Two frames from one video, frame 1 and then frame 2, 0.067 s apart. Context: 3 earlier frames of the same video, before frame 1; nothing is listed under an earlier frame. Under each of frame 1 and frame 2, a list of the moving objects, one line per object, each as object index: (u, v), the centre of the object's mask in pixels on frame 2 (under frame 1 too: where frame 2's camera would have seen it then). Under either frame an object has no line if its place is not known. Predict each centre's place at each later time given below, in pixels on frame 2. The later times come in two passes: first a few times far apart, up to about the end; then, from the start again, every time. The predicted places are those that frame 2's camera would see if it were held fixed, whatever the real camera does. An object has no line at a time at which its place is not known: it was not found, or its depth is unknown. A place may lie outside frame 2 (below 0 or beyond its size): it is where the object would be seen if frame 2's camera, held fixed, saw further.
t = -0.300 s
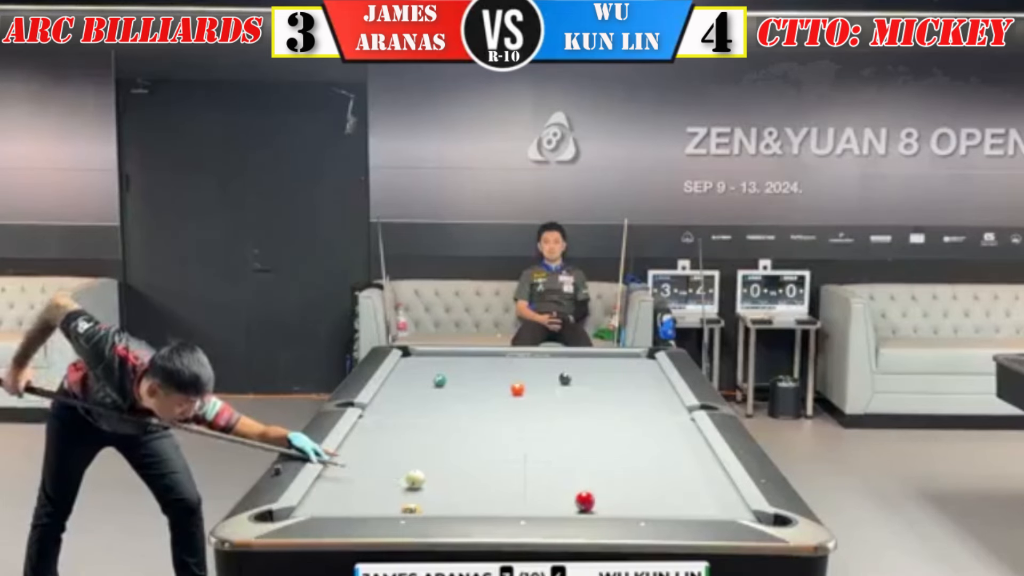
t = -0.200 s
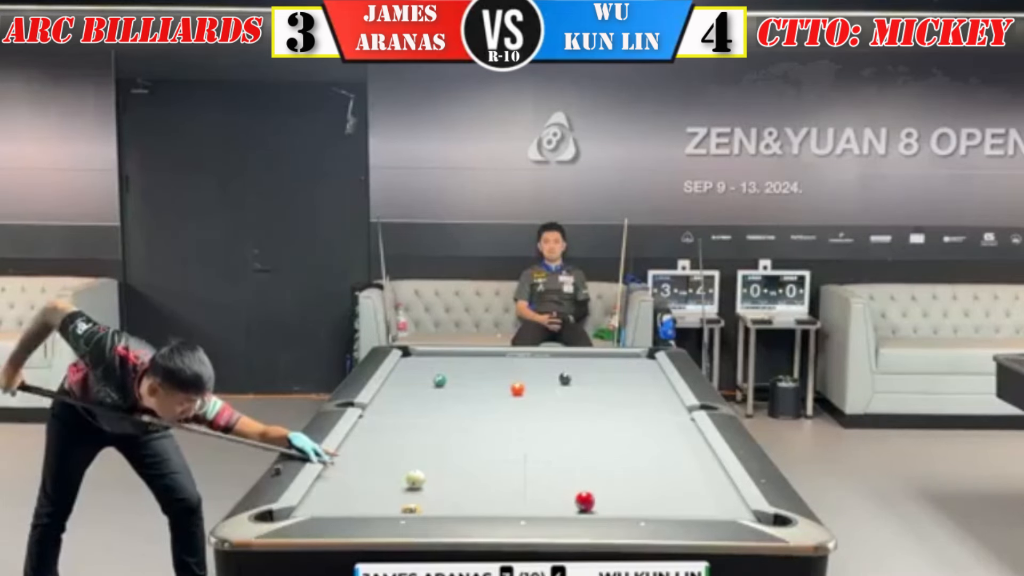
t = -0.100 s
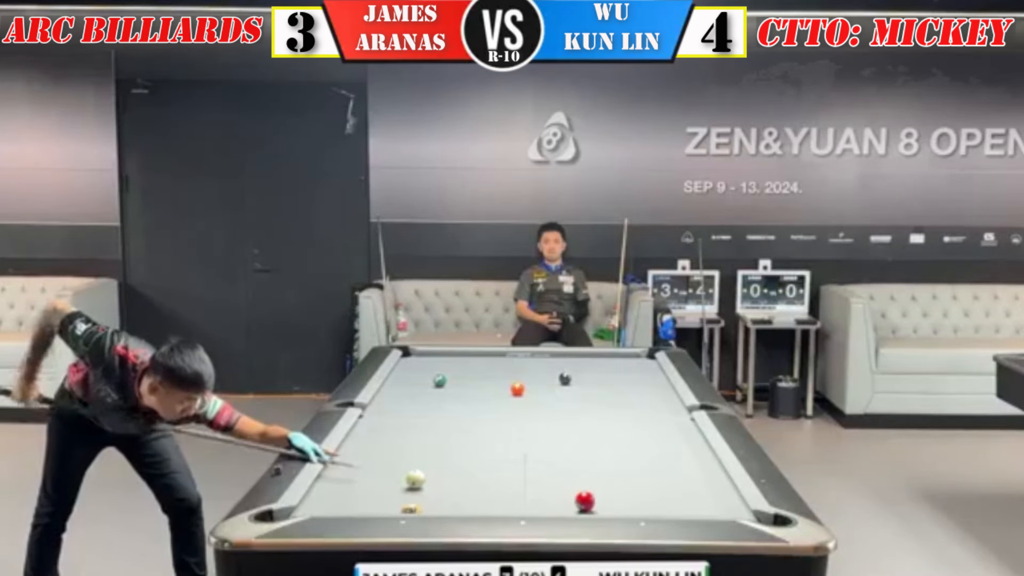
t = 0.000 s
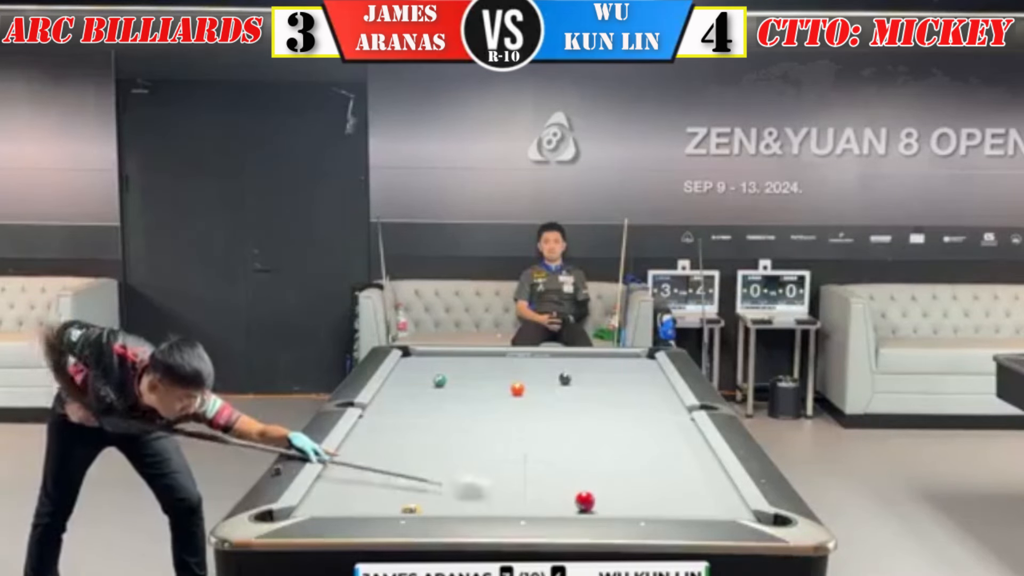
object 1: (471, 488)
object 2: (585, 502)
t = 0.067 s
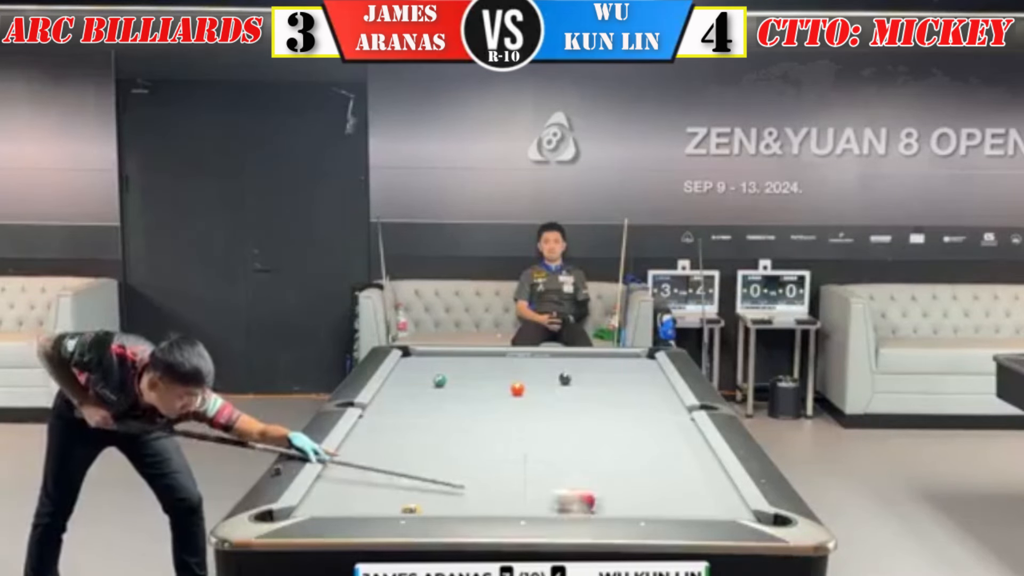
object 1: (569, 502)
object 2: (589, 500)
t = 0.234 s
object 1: (574, 505)
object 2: (718, 510)
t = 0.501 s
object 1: (604, 510)
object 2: (599, 498)
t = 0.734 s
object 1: (635, 508)
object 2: (519, 491)
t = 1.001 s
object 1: (668, 507)
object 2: (434, 480)
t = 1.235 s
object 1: (695, 505)
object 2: (365, 471)
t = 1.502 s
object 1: (725, 503)
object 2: (365, 462)
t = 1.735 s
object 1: (726, 499)
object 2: (408, 456)
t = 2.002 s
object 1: (713, 495)
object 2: (453, 450)
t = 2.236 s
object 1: (698, 491)
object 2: (489, 445)
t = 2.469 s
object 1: (687, 488)
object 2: (523, 440)
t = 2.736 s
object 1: (676, 485)
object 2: (559, 435)
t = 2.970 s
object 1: (668, 483)
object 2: (588, 431)
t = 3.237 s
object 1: (660, 481)
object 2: (619, 427)
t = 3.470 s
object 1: (656, 480)
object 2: (644, 423)
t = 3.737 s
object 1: (651, 478)
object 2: (670, 420)
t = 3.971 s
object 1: (648, 477)
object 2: (680, 417)
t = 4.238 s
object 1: (647, 477)
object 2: (665, 415)
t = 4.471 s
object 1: (647, 477)
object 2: (654, 414)
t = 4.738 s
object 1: (647, 477)
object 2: (642, 412)
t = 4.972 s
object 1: (647, 477)
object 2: (633, 411)
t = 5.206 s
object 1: (647, 477)
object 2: (625, 410)
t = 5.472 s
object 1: (647, 477)
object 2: (617, 409)
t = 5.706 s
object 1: (647, 477)
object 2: (612, 408)
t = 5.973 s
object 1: (647, 477)
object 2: (607, 407)
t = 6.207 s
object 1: (647, 477)
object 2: (603, 407)
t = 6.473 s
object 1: (647, 477)
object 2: (600, 406)
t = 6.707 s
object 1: (647, 477)
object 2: (599, 407)
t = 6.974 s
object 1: (647, 477)
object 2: (599, 407)
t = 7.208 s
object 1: (647, 477)
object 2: (599, 407)
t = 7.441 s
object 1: (647, 477)
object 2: (599, 407)
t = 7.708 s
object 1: (647, 477)
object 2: (599, 407)
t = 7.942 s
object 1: (647, 477)
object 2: (599, 407)
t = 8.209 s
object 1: (647, 477)
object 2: (599, 407)
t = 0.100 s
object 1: (567, 499)
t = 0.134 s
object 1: (568, 502)
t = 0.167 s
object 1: (570, 503)
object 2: (722, 510)
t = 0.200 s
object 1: (571, 504)
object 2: (739, 510)
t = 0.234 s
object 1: (574, 505)
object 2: (718, 510)
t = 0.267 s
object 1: (579, 506)
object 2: (699, 510)
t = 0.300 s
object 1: (582, 506)
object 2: (681, 509)
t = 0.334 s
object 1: (585, 507)
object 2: (665, 508)
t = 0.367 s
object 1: (589, 507)
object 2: (651, 506)
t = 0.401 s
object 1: (593, 507)
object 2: (637, 505)
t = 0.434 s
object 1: (597, 508)
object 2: (624, 504)
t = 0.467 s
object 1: (601, 509)
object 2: (613, 502)
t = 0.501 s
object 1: (604, 510)
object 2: (599, 498)
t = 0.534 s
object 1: (613, 510)
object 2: (588, 500)
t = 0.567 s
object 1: (612, 510)
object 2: (576, 499)
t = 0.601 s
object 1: (617, 509)
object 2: (564, 497)
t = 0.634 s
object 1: (622, 509)
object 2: (553, 495)
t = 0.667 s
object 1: (626, 509)
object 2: (541, 494)
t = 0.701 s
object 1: (630, 509)
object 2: (530, 492)
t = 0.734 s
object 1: (635, 508)
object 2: (519, 491)
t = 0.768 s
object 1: (639, 508)
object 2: (508, 489)
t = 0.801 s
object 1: (643, 508)
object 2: (496, 488)
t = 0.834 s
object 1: (647, 508)
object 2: (486, 487)
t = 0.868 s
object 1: (650, 507)
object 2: (475, 485)
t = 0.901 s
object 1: (656, 507)
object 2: (464, 484)
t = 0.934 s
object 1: (660, 507)
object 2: (454, 483)
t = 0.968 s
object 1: (664, 507)
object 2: (444, 482)
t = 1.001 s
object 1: (668, 507)
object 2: (434, 480)
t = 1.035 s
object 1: (672, 508)
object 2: (423, 479)
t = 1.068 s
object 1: (676, 506)
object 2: (413, 478)
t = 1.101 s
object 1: (679, 507)
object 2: (403, 476)
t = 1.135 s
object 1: (684, 506)
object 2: (394, 474)
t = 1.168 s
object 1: (688, 505)
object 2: (384, 474)
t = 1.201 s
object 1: (692, 506)
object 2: (374, 472)
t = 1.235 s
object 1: (695, 505)
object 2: (365, 471)
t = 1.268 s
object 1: (699, 505)
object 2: (355, 469)
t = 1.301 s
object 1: (703, 506)
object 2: (346, 469)
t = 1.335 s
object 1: (706, 505)
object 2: (336, 468)
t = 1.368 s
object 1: (710, 504)
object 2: (335, 467)
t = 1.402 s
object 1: (714, 504)
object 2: (344, 465)
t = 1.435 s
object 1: (717, 504)
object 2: (352, 464)
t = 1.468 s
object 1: (721, 503)
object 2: (358, 463)
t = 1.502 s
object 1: (725, 503)
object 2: (365, 462)
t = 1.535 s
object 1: (728, 502)
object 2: (371, 462)
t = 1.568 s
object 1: (730, 502)
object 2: (377, 461)
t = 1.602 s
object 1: (732, 501)
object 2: (383, 460)
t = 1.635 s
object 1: (733, 500)
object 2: (390, 459)
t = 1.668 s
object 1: (730, 500)
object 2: (396, 458)
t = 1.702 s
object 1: (728, 500)
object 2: (402, 457)
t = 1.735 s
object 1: (726, 499)
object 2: (408, 456)
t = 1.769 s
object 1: (725, 499)
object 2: (413, 455)
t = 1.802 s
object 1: (722, 497)
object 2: (419, 455)
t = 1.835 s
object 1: (721, 497)
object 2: (425, 454)
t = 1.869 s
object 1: (719, 496)
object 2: (431, 453)
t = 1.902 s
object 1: (717, 496)
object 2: (436, 452)
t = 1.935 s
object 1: (716, 495)
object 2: (442, 452)
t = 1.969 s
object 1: (715, 495)
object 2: (448, 451)
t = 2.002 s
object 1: (713, 495)
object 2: (453, 450)
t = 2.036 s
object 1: (710, 494)
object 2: (458, 449)
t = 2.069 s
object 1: (708, 493)
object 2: (464, 448)
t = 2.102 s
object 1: (705, 493)
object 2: (469, 447)
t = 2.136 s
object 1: (703, 492)
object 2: (474, 447)
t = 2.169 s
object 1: (701, 491)
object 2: (479, 446)
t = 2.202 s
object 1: (700, 491)
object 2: (484, 445)
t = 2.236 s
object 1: (698, 491)
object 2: (489, 445)
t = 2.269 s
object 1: (697, 490)
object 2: (494, 444)
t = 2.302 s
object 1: (695, 490)
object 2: (499, 443)
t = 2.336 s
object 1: (694, 489)
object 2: (505, 443)
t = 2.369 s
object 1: (692, 489)
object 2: (509, 442)
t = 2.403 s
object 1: (690, 489)
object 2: (514, 441)
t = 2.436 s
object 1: (689, 488)
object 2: (519, 441)
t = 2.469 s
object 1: (687, 488)
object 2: (523, 440)
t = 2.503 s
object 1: (686, 488)
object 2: (528, 439)
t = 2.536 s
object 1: (684, 488)
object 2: (533, 438)
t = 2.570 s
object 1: (683, 487)
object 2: (537, 438)
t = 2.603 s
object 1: (681, 487)
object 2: (542, 437)
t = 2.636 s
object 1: (680, 486)
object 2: (546, 437)
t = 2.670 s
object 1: (679, 486)
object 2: (550, 436)
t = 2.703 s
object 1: (677, 486)
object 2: (555, 436)
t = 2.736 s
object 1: (676, 485)
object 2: (559, 435)
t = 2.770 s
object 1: (675, 485)
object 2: (563, 434)
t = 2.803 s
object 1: (674, 485)
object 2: (568, 434)
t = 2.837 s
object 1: (672, 484)
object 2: (572, 433)
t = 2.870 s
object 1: (671, 484)
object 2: (576, 433)
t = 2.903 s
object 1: (670, 484)
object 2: (580, 432)
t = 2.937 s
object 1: (669, 483)
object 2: (584, 432)
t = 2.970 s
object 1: (668, 483)
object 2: (588, 431)
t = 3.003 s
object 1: (666, 483)
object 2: (592, 431)
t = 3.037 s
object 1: (665, 483)
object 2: (596, 430)
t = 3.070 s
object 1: (664, 483)
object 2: (600, 429)
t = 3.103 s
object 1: (663, 482)
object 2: (604, 429)
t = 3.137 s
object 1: (663, 482)
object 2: (608, 429)
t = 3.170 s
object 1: (662, 481)
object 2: (611, 428)
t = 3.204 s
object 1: (661, 481)
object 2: (615, 427)
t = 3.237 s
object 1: (660, 481)
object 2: (619, 427)
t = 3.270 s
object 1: (660, 481)
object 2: (623, 426)
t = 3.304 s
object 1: (659, 480)
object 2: (626, 425)
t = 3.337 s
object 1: (658, 480)
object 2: (630, 425)
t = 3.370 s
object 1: (657, 480)
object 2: (633, 424)
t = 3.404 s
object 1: (657, 480)
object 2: (637, 424)
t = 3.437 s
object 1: (656, 480)
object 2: (640, 424)
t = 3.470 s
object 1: (656, 480)
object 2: (644, 423)
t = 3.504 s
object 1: (655, 480)
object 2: (648, 423)
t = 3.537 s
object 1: (654, 479)
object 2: (651, 423)
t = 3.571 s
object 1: (653, 479)
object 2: (654, 422)
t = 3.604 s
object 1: (653, 479)
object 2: (658, 422)
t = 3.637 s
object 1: (652, 478)
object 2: (661, 421)
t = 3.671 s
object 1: (652, 478)
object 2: (664, 421)
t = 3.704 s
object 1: (651, 478)
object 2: (668, 420)
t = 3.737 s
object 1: (651, 478)
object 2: (670, 420)
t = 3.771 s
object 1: (650, 478)
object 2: (674, 420)
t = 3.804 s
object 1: (650, 478)
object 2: (677, 419)
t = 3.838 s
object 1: (649, 478)
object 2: (680, 419)
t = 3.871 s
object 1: (649, 478)
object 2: (683, 418)
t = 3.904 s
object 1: (649, 477)
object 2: (683, 418)
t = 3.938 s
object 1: (648, 477)
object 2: (682, 417)
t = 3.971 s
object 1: (648, 477)
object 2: (680, 417)
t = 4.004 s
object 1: (648, 478)
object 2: (678, 417)
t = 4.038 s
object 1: (648, 478)
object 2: (676, 417)
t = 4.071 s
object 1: (647, 478)
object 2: (675, 417)
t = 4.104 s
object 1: (648, 477)
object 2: (673, 417)
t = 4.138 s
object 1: (647, 477)
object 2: (671, 417)
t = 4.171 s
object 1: (647, 477)
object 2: (669, 416)
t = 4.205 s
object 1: (647, 477)
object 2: (667, 415)
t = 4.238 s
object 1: (647, 477)
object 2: (665, 415)
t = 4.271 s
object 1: (647, 477)
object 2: (663, 415)
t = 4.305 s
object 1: (647, 477)
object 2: (661, 415)
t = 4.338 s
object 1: (647, 477)
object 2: (659, 415)
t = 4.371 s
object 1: (647, 477)
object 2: (658, 414)
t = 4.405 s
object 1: (647, 477)
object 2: (657, 414)
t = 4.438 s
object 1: (647, 477)
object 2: (655, 414)
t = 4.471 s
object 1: (647, 477)
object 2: (654, 414)
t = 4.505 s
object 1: (647, 477)
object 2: (652, 413)
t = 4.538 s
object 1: (647, 477)
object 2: (650, 413)
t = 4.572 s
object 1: (647, 477)
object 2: (649, 413)
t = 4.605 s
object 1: (647, 477)
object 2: (647, 413)
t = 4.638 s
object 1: (647, 477)
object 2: (646, 413)
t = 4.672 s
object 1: (647, 477)
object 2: (644, 412)
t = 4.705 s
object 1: (647, 477)
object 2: (643, 412)
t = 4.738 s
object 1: (647, 477)
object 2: (642, 412)
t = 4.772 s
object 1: (647, 477)
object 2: (640, 412)
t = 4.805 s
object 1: (647, 477)
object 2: (639, 411)
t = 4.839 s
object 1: (647, 477)
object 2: (638, 411)
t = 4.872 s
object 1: (647, 477)
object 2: (636, 411)
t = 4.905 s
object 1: (647, 477)
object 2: (635, 412)
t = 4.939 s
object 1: (647, 477)
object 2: (634, 411)
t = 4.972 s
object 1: (647, 477)
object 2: (633, 411)
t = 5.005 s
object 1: (647, 477)
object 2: (631, 411)
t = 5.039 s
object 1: (647, 477)
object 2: (630, 411)
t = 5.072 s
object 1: (647, 477)
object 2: (629, 410)
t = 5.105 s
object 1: (647, 477)
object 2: (628, 410)
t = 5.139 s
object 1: (647, 477)
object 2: (627, 410)
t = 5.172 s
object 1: (647, 477)
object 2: (626, 410)
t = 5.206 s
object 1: (647, 477)
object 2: (625, 410)
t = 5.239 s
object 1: (647, 477)
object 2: (624, 410)
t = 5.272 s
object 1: (647, 477)
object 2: (623, 409)
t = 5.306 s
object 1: (647, 477)
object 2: (621, 409)
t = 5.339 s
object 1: (647, 477)
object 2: (621, 409)
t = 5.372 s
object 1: (647, 477)
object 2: (620, 409)
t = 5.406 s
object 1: (647, 477)
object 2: (619, 409)
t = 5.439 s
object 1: (647, 477)
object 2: (618, 409)
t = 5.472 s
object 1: (647, 477)
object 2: (617, 409)
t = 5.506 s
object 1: (647, 477)
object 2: (616, 408)
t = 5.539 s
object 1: (647, 477)
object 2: (615, 408)
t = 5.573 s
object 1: (647, 477)
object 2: (614, 408)
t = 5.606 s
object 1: (647, 477)
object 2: (614, 408)
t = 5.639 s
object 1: (647, 477)
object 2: (613, 408)
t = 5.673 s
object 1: (647, 477)
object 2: (612, 408)
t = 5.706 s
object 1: (647, 477)
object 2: (612, 408)
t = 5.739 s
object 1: (647, 477)
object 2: (611, 408)
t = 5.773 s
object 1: (647, 477)
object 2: (611, 408)
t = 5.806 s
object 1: (647, 477)
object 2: (609, 407)
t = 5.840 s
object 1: (647, 477)
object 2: (609, 407)
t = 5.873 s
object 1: (647, 477)
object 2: (608, 407)
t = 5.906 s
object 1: (647, 477)
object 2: (608, 407)
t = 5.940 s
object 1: (647, 477)
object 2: (607, 407)
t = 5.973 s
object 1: (647, 477)
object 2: (607, 407)
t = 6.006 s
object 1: (647, 477)
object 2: (606, 407)
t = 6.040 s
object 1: (647, 477)
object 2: (605, 407)
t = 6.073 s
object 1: (647, 477)
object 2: (605, 407)
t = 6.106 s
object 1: (647, 477)
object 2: (604, 407)
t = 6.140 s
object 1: (647, 477)
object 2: (604, 407)
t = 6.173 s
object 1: (647, 477)
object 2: (603, 407)
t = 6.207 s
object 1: (647, 477)
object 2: (603, 407)
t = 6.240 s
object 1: (647, 477)
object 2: (603, 407)
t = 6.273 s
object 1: (647, 477)
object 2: (602, 406)
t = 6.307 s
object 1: (647, 477)
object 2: (602, 406)
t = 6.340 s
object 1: (647, 477)
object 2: (602, 406)
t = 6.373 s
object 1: (647, 477)
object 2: (601, 406)
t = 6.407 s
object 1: (647, 477)
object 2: (601, 406)
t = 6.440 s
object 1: (647, 477)
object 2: (600, 406)
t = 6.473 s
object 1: (647, 477)
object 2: (600, 406)
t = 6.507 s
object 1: (647, 477)
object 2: (600, 406)
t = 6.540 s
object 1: (647, 477)
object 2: (600, 407)
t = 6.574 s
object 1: (647, 477)
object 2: (600, 407)
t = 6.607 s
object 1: (647, 477)
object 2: (600, 407)
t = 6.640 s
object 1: (647, 477)
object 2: (599, 407)
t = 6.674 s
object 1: (647, 477)
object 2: (599, 407)
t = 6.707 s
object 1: (647, 477)
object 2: (599, 407)
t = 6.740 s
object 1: (647, 477)
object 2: (599, 407)
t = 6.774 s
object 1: (647, 477)
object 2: (599, 407)
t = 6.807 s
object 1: (647, 477)
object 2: (599, 407)
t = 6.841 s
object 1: (647, 477)
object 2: (599, 407)
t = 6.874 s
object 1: (647, 477)
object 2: (599, 407)
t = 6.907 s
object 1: (647, 477)
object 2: (599, 407)
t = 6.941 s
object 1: (647, 477)
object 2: (599, 407)
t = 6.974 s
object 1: (647, 477)
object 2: (599, 407)
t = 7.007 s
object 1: (647, 477)
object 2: (599, 407)
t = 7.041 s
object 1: (647, 477)
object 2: (599, 407)
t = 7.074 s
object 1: (647, 477)
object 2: (599, 407)
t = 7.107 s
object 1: (647, 477)
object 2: (599, 407)
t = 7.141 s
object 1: (647, 477)
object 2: (599, 407)
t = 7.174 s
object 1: (647, 477)
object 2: (599, 407)
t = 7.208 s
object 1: (647, 477)
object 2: (599, 407)
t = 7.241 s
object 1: (647, 477)
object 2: (599, 407)
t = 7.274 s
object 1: (647, 477)
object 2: (599, 407)
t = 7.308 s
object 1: (647, 477)
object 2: (599, 407)
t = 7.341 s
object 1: (647, 477)
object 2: (599, 407)
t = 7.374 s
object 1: (647, 477)
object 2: (599, 407)
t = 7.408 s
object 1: (647, 477)
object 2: (599, 407)
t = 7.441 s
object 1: (647, 477)
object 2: (599, 407)
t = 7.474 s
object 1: (647, 477)
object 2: (599, 407)
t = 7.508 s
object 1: (647, 477)
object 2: (599, 407)
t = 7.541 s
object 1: (647, 477)
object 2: (599, 407)
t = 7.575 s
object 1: (647, 477)
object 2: (599, 407)
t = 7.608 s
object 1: (647, 477)
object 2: (599, 407)
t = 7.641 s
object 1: (647, 477)
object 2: (599, 407)
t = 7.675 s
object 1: (647, 477)
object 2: (599, 407)
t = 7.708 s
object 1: (647, 477)
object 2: (599, 407)
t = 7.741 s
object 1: (647, 477)
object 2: (599, 407)
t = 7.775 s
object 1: (647, 477)
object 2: (599, 407)
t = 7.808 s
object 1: (647, 477)
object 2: (599, 407)
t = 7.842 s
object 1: (647, 477)
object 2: (599, 407)
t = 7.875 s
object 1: (647, 477)
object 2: (599, 407)
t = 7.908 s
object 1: (647, 477)
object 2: (599, 407)
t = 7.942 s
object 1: (647, 477)
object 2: (599, 407)
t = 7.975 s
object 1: (647, 477)
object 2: (599, 407)
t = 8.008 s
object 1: (647, 477)
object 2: (599, 407)
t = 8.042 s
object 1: (647, 477)
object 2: (599, 407)
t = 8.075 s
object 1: (647, 477)
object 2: (599, 407)
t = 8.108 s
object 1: (647, 477)
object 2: (599, 406)
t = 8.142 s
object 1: (647, 477)
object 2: (599, 407)
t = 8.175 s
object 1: (647, 477)
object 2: (599, 407)
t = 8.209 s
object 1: (647, 477)
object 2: (599, 407)
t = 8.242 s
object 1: (647, 477)
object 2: (599, 407)
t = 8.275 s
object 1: (647, 477)
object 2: (599, 407)
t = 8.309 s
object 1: (647, 477)
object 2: (599, 407)
